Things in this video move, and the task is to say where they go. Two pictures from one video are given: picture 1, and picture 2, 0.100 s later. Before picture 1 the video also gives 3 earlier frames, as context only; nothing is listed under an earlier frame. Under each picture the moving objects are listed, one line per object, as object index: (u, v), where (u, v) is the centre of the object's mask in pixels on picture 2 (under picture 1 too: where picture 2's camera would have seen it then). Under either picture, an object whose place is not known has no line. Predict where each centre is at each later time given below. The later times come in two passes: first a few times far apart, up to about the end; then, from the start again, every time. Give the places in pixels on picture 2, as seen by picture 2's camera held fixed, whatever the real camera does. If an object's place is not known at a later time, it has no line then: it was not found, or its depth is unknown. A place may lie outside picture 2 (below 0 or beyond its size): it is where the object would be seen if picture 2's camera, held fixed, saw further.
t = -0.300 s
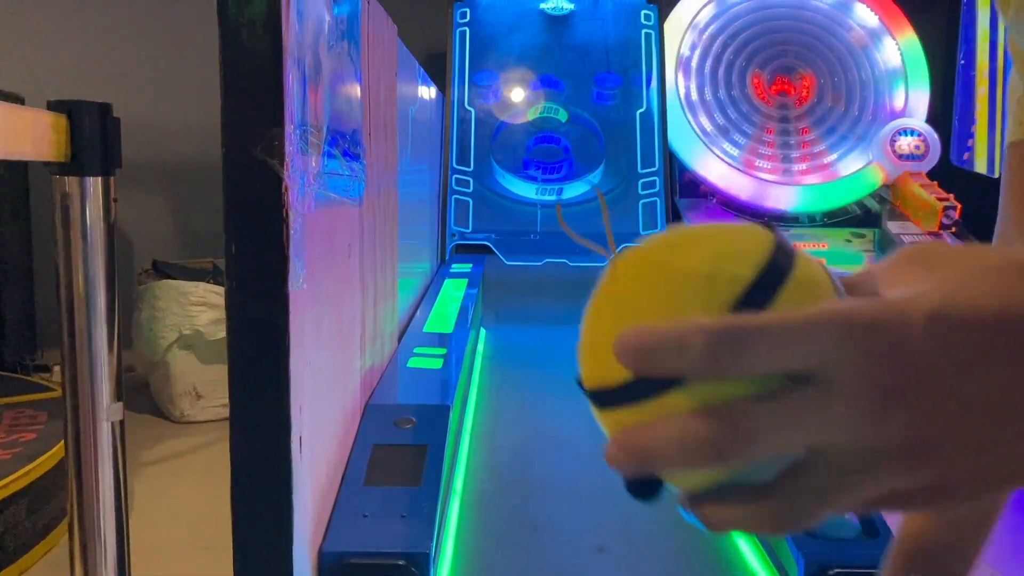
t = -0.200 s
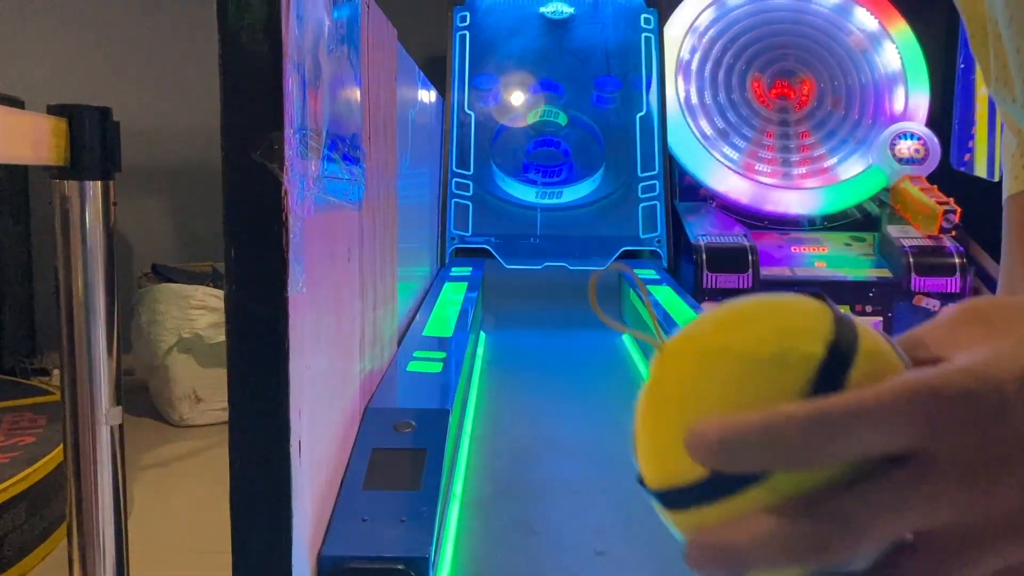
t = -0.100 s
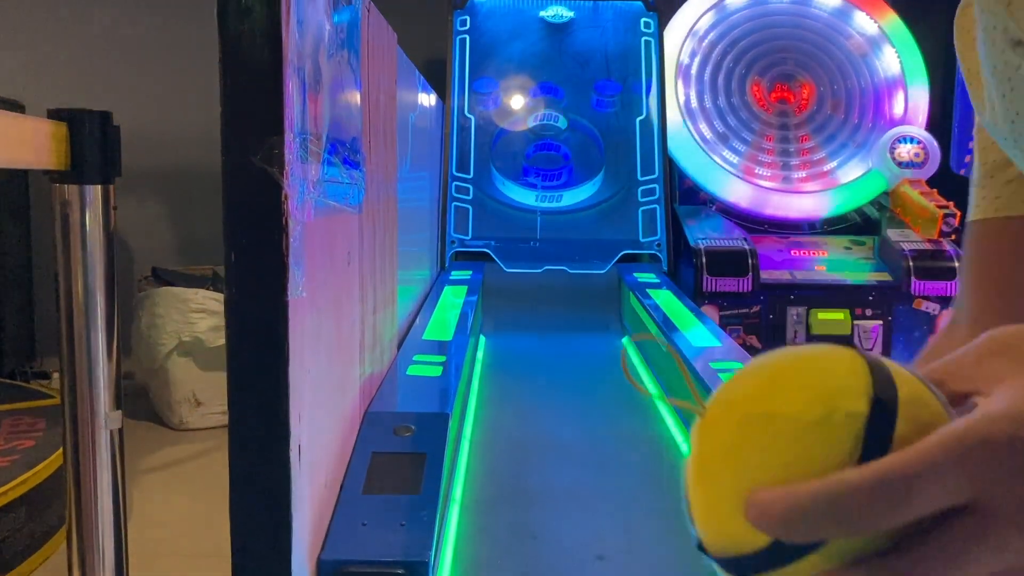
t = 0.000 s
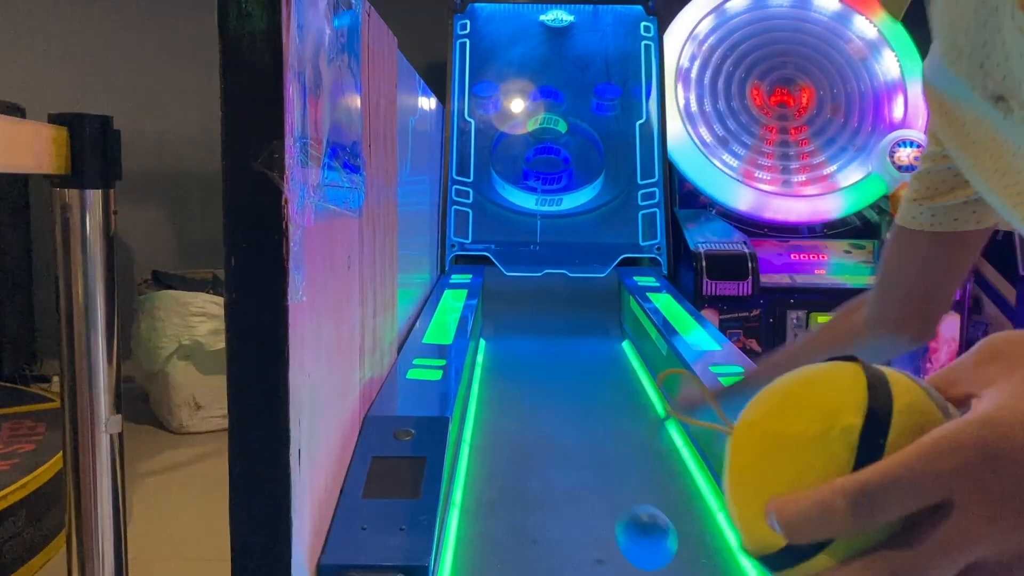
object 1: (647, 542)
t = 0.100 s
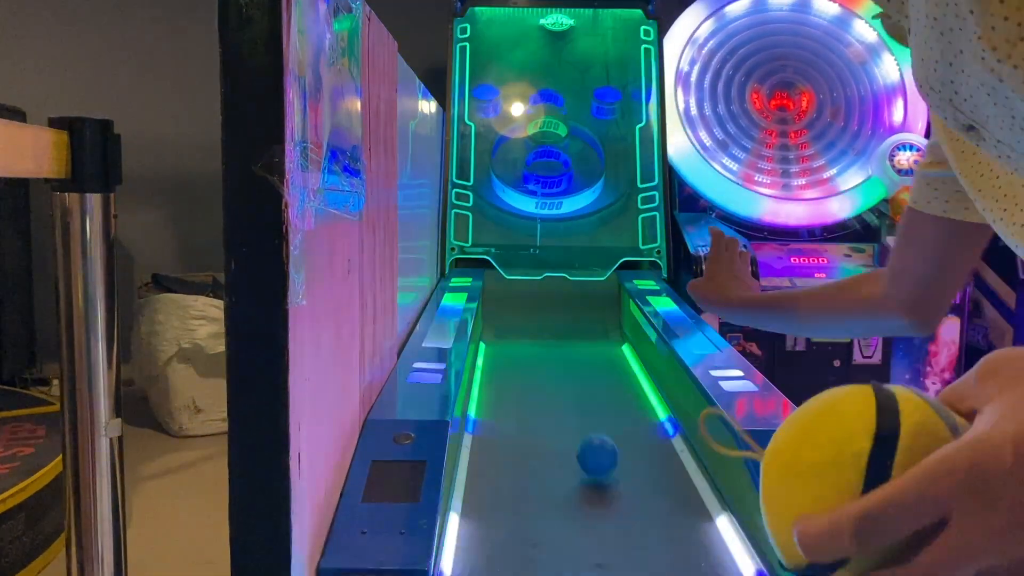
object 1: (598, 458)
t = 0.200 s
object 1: (572, 398)
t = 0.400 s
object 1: (546, 333)
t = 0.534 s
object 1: (542, 257)
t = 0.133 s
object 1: (588, 435)
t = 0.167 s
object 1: (579, 415)
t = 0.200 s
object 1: (572, 398)
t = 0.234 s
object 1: (566, 383)
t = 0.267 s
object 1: (562, 371)
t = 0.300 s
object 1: (557, 359)
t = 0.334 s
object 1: (553, 349)
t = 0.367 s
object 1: (550, 341)
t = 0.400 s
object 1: (546, 333)
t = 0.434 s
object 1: (544, 325)
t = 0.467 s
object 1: (543, 305)
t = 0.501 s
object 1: (543, 283)
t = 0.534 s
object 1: (542, 257)
